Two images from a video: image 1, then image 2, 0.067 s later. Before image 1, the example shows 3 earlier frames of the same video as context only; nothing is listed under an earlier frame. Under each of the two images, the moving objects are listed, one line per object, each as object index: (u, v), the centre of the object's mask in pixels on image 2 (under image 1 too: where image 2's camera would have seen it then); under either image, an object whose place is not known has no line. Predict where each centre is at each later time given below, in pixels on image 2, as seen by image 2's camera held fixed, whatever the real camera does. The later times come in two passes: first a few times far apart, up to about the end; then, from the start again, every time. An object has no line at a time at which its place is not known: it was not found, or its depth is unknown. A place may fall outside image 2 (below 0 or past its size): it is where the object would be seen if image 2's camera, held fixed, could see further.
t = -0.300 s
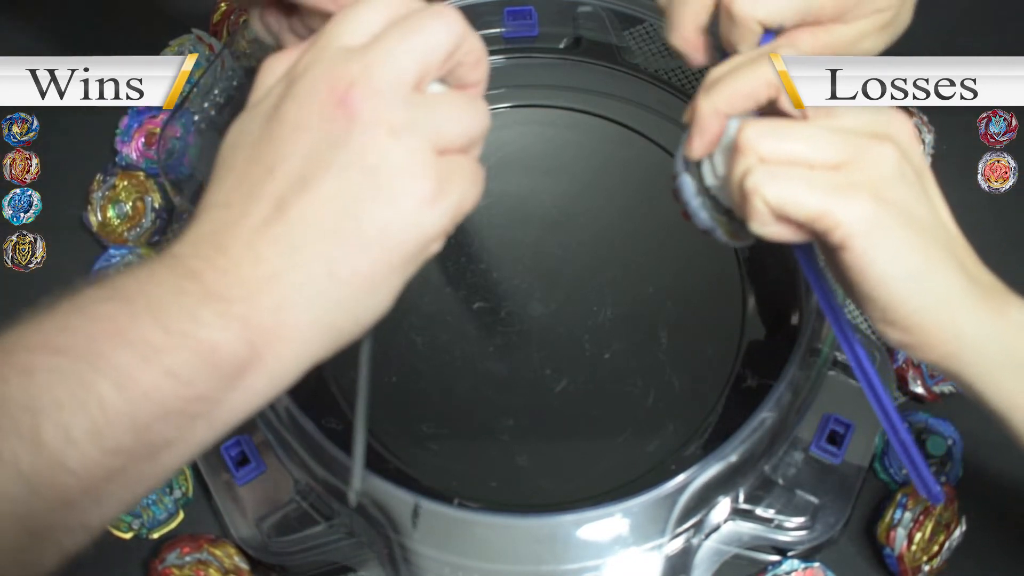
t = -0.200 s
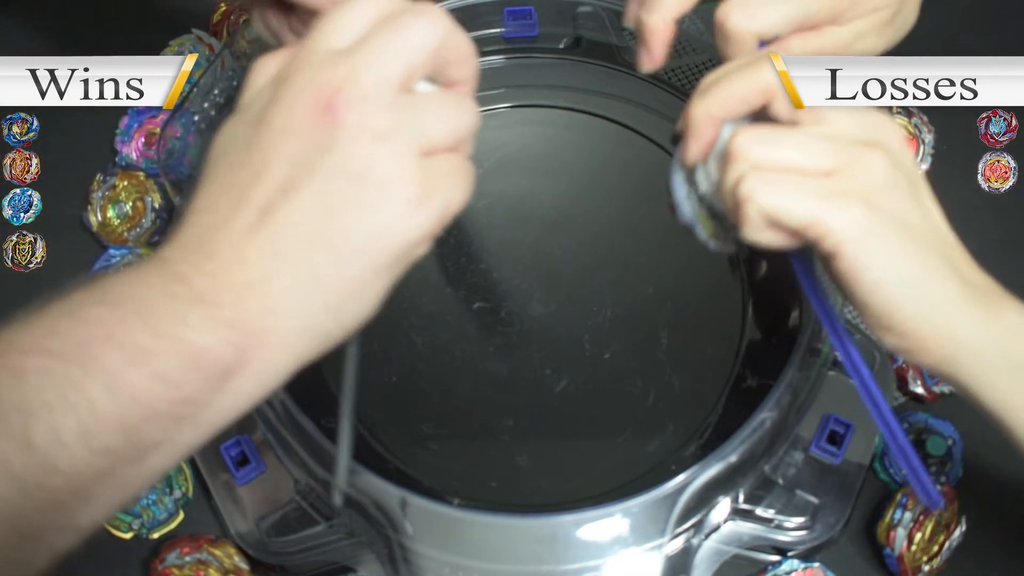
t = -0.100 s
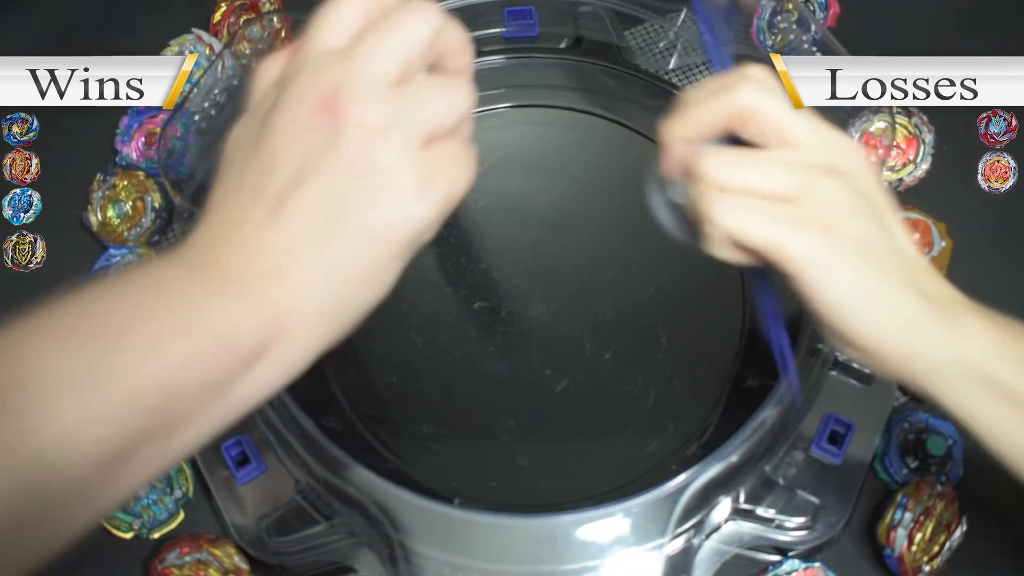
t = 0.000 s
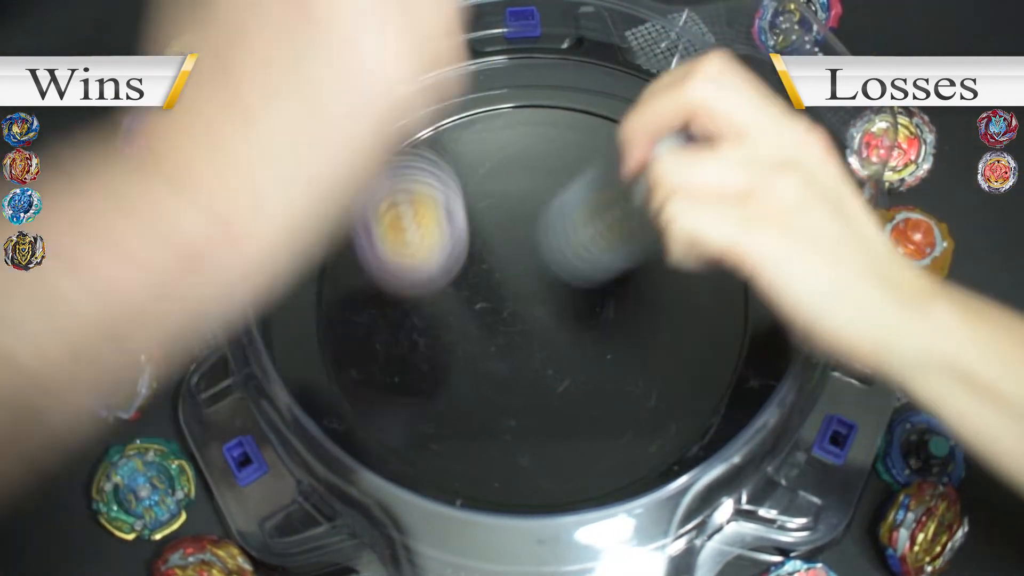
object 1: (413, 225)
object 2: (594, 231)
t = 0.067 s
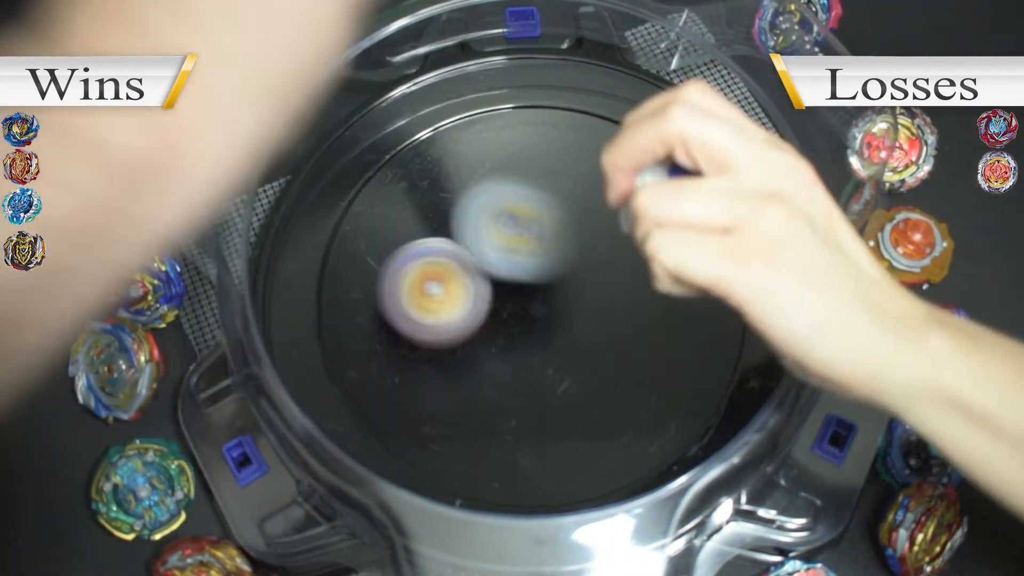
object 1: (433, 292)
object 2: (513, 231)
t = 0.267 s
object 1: (463, 444)
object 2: (417, 241)
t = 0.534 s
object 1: (666, 326)
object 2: (522, 387)
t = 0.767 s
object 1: (653, 141)
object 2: (592, 452)
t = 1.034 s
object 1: (463, 171)
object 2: (545, 374)
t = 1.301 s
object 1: (425, 335)
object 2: (561, 315)
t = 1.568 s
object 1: (498, 366)
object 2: (717, 378)
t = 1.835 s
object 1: (482, 281)
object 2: (603, 346)
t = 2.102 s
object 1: (370, 190)
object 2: (678, 406)
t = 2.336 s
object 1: (464, 308)
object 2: (577, 350)
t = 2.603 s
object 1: (492, 335)
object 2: (747, 318)
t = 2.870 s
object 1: (586, 303)
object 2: (749, 337)
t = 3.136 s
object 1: (553, 239)
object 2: (573, 342)
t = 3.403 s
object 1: (460, 160)
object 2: (449, 262)
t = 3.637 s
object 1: (496, 156)
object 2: (473, 258)
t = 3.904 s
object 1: (560, 199)
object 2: (428, 430)
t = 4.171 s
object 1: (570, 317)
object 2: (403, 334)
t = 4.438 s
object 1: (627, 360)
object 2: (597, 258)
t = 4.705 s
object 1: (615, 363)
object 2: (709, 282)
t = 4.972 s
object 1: (537, 278)
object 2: (535, 395)
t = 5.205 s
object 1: (528, 257)
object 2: (381, 220)
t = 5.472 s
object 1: (517, 287)
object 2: (567, 115)
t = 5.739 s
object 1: (508, 296)
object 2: (670, 361)
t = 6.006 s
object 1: (518, 280)
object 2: (426, 441)
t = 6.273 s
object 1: (537, 274)
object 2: (367, 224)
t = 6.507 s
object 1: (550, 282)
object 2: (579, 163)
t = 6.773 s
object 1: (550, 294)
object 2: (706, 343)
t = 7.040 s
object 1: (544, 300)
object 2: (482, 452)
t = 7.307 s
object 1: (538, 303)
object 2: (396, 225)
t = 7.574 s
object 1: (531, 301)
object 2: (582, 131)
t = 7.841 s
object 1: (528, 296)
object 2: (691, 317)
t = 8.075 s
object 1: (529, 292)
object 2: (480, 425)
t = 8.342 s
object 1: (530, 289)
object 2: (348, 256)
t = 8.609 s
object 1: (533, 288)
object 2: (530, 141)
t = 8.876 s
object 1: (538, 289)
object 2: (683, 311)
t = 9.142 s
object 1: (542, 292)
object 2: (530, 467)
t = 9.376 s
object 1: (542, 296)
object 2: (376, 336)
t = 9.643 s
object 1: (538, 300)
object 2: (508, 159)
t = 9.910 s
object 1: (533, 299)
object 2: (695, 221)
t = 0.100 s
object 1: (435, 314)
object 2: (487, 216)
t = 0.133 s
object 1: (433, 345)
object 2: (469, 204)
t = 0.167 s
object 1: (432, 379)
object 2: (452, 201)
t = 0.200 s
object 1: (439, 405)
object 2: (436, 208)
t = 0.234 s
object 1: (449, 426)
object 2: (423, 223)
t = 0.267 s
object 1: (463, 444)
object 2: (417, 241)
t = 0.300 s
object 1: (483, 452)
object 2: (422, 248)
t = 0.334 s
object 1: (508, 449)
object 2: (431, 261)
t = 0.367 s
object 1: (535, 440)
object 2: (442, 282)
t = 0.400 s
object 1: (564, 424)
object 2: (455, 307)
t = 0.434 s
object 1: (593, 405)
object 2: (470, 329)
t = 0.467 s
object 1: (621, 381)
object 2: (487, 350)
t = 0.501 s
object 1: (645, 354)
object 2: (505, 369)
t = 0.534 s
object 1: (666, 326)
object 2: (522, 387)
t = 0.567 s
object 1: (680, 296)
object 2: (537, 405)
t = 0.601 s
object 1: (690, 266)
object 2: (552, 420)
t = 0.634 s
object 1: (695, 237)
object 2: (564, 432)
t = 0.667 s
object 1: (692, 209)
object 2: (574, 442)
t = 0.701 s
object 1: (685, 183)
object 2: (583, 448)
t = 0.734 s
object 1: (672, 161)
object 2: (588, 451)
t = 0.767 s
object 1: (653, 141)
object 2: (592, 452)
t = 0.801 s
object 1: (632, 127)
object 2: (592, 450)
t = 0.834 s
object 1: (607, 118)
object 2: (590, 445)
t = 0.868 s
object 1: (581, 115)
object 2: (586, 438)
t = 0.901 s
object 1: (556, 117)
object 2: (580, 429)
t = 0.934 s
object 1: (532, 124)
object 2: (572, 416)
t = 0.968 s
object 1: (509, 136)
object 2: (564, 404)
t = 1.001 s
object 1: (484, 152)
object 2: (554, 390)
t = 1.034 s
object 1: (463, 171)
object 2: (545, 374)
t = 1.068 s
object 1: (448, 193)
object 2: (536, 359)
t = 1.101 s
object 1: (437, 217)
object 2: (528, 344)
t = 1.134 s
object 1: (430, 242)
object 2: (521, 331)
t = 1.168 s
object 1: (425, 266)
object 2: (519, 319)
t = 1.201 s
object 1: (419, 284)
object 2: (526, 315)
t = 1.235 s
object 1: (416, 302)
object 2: (535, 312)
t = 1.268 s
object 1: (418, 319)
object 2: (547, 313)
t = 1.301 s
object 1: (425, 335)
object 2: (561, 315)
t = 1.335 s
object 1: (436, 350)
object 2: (573, 319)
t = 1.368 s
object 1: (452, 362)
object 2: (587, 325)
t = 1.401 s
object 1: (470, 371)
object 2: (599, 333)
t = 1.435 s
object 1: (490, 377)
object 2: (612, 343)
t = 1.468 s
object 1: (511, 379)
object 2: (623, 353)
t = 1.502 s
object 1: (518, 377)
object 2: (645, 364)
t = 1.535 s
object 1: (508, 373)
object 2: (687, 372)
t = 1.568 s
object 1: (498, 366)
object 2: (717, 378)
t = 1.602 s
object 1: (491, 358)
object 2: (745, 384)
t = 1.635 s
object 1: (486, 349)
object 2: (728, 376)
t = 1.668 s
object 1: (485, 339)
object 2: (711, 373)
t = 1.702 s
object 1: (486, 329)
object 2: (686, 366)
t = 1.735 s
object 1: (488, 319)
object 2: (658, 359)
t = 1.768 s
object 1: (492, 309)
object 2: (630, 351)
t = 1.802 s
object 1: (496, 300)
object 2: (603, 343)
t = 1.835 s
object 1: (482, 281)
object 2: (603, 346)
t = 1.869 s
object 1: (455, 257)
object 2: (620, 356)
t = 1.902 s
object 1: (429, 233)
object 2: (637, 366)
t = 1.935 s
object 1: (410, 215)
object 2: (654, 375)
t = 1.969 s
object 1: (394, 199)
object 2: (669, 385)
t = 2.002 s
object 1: (381, 188)
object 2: (683, 396)
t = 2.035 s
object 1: (375, 184)
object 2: (691, 404)
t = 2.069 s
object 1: (371, 184)
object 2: (689, 407)
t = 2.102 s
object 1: (370, 190)
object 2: (678, 406)
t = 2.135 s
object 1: (373, 201)
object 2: (662, 402)
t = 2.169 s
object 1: (381, 216)
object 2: (645, 397)
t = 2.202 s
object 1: (392, 235)
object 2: (628, 391)
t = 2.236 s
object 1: (407, 254)
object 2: (612, 383)
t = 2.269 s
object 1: (424, 274)
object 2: (597, 374)
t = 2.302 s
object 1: (443, 292)
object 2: (586, 362)
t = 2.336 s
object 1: (464, 308)
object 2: (577, 350)
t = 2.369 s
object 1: (464, 316)
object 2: (593, 339)
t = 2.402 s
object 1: (456, 319)
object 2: (623, 331)
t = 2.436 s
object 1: (453, 322)
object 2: (653, 325)
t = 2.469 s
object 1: (454, 325)
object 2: (681, 320)
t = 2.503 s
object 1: (460, 327)
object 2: (706, 318)
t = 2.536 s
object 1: (468, 330)
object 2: (729, 317)
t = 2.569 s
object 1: (478, 332)
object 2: (741, 316)
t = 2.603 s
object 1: (492, 335)
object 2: (747, 318)
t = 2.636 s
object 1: (506, 337)
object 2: (752, 320)
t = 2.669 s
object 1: (520, 337)
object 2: (756, 323)
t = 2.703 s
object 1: (535, 336)
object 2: (763, 326)
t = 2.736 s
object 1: (548, 332)
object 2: (768, 328)
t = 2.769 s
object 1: (560, 327)
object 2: (765, 331)
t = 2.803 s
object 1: (571, 320)
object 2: (761, 333)
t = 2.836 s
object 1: (580, 312)
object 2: (756, 336)
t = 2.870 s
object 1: (586, 303)
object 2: (749, 337)
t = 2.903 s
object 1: (589, 294)
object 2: (744, 341)
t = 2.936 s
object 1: (591, 284)
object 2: (735, 345)
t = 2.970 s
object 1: (589, 275)
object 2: (723, 350)
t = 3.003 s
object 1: (586, 266)
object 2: (701, 357)
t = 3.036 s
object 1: (580, 259)
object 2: (672, 362)
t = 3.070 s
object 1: (573, 253)
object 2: (638, 359)
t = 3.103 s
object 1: (563, 248)
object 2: (605, 351)
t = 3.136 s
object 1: (553, 239)
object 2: (573, 342)
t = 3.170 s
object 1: (537, 216)
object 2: (550, 345)
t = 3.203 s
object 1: (521, 195)
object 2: (529, 344)
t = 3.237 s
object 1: (506, 177)
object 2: (508, 338)
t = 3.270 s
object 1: (492, 166)
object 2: (490, 326)
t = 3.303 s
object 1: (481, 161)
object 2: (476, 311)
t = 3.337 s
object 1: (470, 162)
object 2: (464, 290)
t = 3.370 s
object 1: (462, 166)
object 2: (457, 269)
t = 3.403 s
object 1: (460, 160)
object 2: (449, 262)
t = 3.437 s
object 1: (459, 154)
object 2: (445, 256)
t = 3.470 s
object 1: (461, 151)
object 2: (443, 250)
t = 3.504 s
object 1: (468, 144)
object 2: (442, 253)
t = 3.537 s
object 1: (475, 142)
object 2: (444, 254)
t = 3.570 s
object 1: (482, 144)
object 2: (450, 253)
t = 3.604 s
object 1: (489, 151)
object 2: (460, 250)
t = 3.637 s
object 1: (496, 156)
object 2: (473, 258)
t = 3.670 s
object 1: (508, 152)
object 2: (478, 282)
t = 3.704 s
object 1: (520, 149)
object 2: (480, 311)
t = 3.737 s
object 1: (530, 150)
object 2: (478, 339)
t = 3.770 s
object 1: (538, 154)
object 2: (474, 364)
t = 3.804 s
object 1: (545, 161)
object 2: (465, 389)
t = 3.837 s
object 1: (552, 172)
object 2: (455, 407)
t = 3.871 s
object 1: (556, 185)
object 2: (442, 421)
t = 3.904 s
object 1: (560, 199)
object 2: (428, 430)
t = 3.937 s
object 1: (562, 213)
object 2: (414, 434)
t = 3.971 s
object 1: (563, 229)
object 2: (400, 432)
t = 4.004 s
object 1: (564, 246)
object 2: (391, 425)
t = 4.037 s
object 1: (565, 262)
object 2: (388, 413)
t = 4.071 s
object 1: (565, 277)
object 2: (387, 395)
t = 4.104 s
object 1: (566, 292)
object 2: (387, 375)
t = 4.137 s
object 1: (568, 306)
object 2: (392, 354)
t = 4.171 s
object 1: (570, 317)
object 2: (403, 334)
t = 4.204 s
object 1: (572, 327)
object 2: (419, 315)
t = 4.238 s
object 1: (574, 335)
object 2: (441, 299)
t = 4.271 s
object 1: (576, 342)
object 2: (468, 286)
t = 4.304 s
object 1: (579, 347)
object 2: (497, 276)
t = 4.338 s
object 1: (589, 355)
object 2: (523, 267)
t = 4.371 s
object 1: (602, 362)
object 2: (548, 259)
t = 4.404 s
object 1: (615, 364)
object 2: (573, 256)
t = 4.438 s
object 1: (627, 360)
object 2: (597, 258)
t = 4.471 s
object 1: (637, 360)
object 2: (618, 258)
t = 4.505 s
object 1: (645, 365)
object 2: (637, 253)
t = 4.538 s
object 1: (650, 366)
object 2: (655, 253)
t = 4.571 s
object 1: (651, 363)
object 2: (669, 256)
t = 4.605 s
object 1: (646, 364)
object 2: (683, 259)
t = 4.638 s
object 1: (638, 367)
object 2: (695, 262)
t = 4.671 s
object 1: (627, 366)
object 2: (704, 269)
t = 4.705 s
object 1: (615, 363)
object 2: (709, 282)
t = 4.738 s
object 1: (603, 355)
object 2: (711, 298)
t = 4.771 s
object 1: (589, 345)
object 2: (708, 319)
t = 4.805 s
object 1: (580, 334)
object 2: (700, 342)
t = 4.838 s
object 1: (569, 321)
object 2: (680, 367)
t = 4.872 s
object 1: (559, 309)
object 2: (652, 387)
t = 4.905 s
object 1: (552, 297)
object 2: (614, 399)
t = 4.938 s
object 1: (544, 286)
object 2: (575, 402)
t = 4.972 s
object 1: (537, 278)
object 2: (535, 395)
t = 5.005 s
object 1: (530, 271)
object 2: (499, 381)
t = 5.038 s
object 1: (522, 267)
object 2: (468, 360)
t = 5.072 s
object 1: (516, 264)
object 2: (441, 333)
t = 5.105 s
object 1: (517, 260)
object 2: (417, 306)
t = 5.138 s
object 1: (521, 257)
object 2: (397, 277)
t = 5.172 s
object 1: (525, 256)
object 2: (385, 248)
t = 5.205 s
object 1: (528, 257)
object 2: (381, 220)
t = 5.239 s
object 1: (530, 259)
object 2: (382, 192)
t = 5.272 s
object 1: (531, 263)
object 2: (391, 164)
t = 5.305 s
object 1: (530, 267)
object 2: (408, 140)
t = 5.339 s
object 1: (528, 271)
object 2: (430, 124)
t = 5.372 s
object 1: (526, 275)
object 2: (461, 113)
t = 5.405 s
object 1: (522, 279)
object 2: (492, 109)
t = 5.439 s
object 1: (520, 283)
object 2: (529, 109)
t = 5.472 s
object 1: (517, 287)
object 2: (567, 115)
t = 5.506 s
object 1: (515, 290)
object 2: (603, 130)
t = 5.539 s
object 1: (513, 293)
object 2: (636, 152)
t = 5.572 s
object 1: (512, 295)
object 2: (662, 182)
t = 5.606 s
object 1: (511, 296)
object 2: (680, 216)
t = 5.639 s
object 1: (510, 298)
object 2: (690, 252)
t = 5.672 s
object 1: (509, 298)
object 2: (692, 289)
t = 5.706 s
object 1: (508, 298)
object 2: (684, 326)
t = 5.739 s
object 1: (508, 296)
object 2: (670, 361)
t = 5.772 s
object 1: (508, 293)
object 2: (649, 391)
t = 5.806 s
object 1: (509, 290)
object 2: (623, 416)
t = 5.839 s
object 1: (510, 287)
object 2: (593, 436)
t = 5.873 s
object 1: (513, 285)
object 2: (559, 448)
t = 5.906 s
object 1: (514, 284)
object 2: (526, 455)
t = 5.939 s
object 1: (516, 283)
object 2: (493, 456)
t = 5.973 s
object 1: (517, 282)
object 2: (458, 451)
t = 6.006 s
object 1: (518, 280)
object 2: (426, 441)
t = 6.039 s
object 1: (520, 279)
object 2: (398, 427)
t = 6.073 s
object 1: (522, 277)
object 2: (372, 406)
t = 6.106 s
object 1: (523, 275)
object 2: (354, 381)
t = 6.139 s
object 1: (526, 274)
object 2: (343, 351)
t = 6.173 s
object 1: (529, 274)
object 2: (337, 318)
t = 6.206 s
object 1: (531, 273)
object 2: (339, 286)
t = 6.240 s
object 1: (534, 274)
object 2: (350, 253)
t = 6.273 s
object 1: (537, 274)
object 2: (367, 224)
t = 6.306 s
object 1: (540, 275)
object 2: (389, 200)
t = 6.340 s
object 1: (542, 276)
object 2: (417, 182)
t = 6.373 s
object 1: (544, 277)
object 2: (448, 168)
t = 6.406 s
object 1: (545, 278)
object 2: (481, 157)
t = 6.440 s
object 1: (547, 279)
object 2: (514, 155)
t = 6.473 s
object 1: (548, 281)
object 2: (547, 156)
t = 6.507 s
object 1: (550, 282)
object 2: (579, 163)
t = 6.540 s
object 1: (551, 284)
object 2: (610, 175)
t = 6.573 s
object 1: (552, 285)
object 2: (635, 191)
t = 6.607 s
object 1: (553, 288)
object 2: (658, 210)
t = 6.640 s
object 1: (552, 289)
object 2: (676, 233)
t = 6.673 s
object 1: (552, 291)
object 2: (690, 256)
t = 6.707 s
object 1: (551, 292)
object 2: (702, 284)
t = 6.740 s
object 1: (551, 293)
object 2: (706, 313)
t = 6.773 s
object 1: (550, 294)
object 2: (706, 343)
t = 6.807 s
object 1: (549, 295)
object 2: (699, 373)
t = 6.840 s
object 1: (549, 296)
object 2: (683, 402)
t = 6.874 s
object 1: (548, 296)
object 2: (661, 426)
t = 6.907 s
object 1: (548, 298)
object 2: (630, 446)
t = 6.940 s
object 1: (547, 298)
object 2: (594, 459)
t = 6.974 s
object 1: (546, 299)
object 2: (556, 465)
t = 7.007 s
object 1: (545, 300)
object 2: (517, 462)
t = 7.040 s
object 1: (544, 300)
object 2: (482, 452)
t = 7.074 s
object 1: (544, 301)
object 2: (448, 432)
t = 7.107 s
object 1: (543, 301)
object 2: (423, 408)
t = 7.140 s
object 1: (543, 301)
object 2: (403, 378)
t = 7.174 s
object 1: (542, 302)
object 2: (390, 348)
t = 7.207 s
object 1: (541, 302)
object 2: (383, 315)
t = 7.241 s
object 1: (541, 303)
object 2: (381, 283)
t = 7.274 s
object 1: (539, 303)
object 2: (387, 254)
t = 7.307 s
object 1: (538, 303)
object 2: (396, 225)
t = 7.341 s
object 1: (536, 303)
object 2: (411, 203)
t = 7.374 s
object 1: (535, 303)
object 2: (429, 183)
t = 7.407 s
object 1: (535, 302)
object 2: (449, 168)
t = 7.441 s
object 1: (534, 302)
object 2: (474, 153)
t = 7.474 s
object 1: (533, 302)
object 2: (499, 140)
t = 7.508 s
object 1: (533, 302)
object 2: (527, 132)
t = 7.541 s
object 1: (531, 302)
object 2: (553, 129)
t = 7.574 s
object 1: (531, 301)
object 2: (582, 131)
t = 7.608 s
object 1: (530, 301)
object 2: (609, 136)
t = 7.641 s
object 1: (529, 300)
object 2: (636, 150)
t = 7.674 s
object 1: (529, 299)
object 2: (658, 166)
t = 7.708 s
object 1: (529, 298)
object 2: (678, 190)
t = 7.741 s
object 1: (528, 297)
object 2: (692, 217)
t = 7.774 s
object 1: (528, 296)
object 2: (700, 248)
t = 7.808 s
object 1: (528, 296)
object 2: (700, 281)
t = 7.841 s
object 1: (528, 296)
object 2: (691, 317)
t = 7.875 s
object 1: (528, 295)
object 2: (675, 349)
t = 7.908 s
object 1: (528, 295)
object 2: (650, 379)
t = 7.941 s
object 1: (528, 294)
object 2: (621, 401)
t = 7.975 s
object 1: (529, 293)
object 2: (585, 417)
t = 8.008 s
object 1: (529, 293)
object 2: (550, 426)
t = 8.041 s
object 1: (529, 292)
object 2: (514, 429)
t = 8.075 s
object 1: (529, 292)
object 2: (480, 425)
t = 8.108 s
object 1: (529, 292)
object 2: (448, 415)
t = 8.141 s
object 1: (529, 292)
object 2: (420, 401)
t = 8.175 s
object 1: (529, 291)
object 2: (396, 381)
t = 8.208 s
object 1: (528, 291)
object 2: (376, 360)
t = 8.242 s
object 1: (529, 290)
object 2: (362, 336)
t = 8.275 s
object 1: (529, 289)
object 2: (353, 310)
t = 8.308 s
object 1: (530, 289)
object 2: (347, 283)
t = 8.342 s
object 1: (530, 289)
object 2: (348, 256)
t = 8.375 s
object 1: (530, 288)
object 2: (355, 228)
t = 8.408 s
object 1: (531, 289)
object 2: (367, 204)
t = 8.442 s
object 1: (530, 288)
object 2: (382, 184)
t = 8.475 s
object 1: (530, 288)
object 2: (405, 166)
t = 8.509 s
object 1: (531, 288)
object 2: (432, 152)
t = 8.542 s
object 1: (531, 288)
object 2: (463, 142)
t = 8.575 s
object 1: (532, 288)
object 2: (498, 139)
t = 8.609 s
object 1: (533, 288)
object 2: (530, 141)
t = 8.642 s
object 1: (533, 288)
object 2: (560, 150)
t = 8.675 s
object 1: (534, 288)
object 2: (590, 163)
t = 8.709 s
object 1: (534, 288)
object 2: (619, 182)
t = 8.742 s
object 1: (534, 289)
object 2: (641, 201)
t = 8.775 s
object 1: (535, 288)
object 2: (659, 227)
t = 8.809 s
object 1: (536, 288)
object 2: (673, 255)
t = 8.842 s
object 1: (537, 288)
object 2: (681, 281)
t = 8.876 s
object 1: (538, 289)
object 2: (683, 311)
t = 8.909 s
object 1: (538, 290)
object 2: (681, 341)
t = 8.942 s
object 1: (539, 290)
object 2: (673, 368)
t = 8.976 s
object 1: (540, 290)
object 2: (660, 394)
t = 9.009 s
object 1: (540, 291)
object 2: (642, 418)
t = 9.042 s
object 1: (541, 291)
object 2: (620, 437)
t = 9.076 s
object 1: (541, 291)
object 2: (593, 453)
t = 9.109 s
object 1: (542, 291)
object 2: (563, 463)
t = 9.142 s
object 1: (542, 292)
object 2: (530, 467)
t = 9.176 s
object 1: (543, 293)
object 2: (497, 465)
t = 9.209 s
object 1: (543, 293)
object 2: (465, 457)
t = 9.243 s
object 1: (543, 294)
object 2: (437, 443)
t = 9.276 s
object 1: (542, 295)
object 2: (413, 422)
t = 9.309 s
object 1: (542, 295)
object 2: (395, 395)
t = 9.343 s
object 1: (542, 296)
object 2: (383, 366)
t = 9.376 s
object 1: (542, 296)
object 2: (376, 336)
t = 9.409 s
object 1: (542, 297)
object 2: (377, 306)
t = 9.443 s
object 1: (542, 297)
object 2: (384, 275)
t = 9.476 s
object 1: (541, 298)
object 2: (398, 247)
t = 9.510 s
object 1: (541, 299)
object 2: (414, 222)
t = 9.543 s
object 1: (540, 300)
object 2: (434, 202)
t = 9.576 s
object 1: (539, 300)
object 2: (456, 184)
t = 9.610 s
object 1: (538, 300)
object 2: (482, 170)
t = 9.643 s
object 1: (538, 300)
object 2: (508, 159)
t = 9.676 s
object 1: (537, 300)
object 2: (536, 155)
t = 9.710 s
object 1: (536, 300)
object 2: (563, 154)
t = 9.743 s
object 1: (536, 300)
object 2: (589, 156)
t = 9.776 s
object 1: (535, 300)
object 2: (614, 162)
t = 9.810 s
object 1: (535, 300)
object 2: (638, 171)
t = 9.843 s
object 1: (534, 300)
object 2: (659, 184)
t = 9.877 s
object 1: (533, 299)
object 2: (678, 201)
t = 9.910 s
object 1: (533, 299)
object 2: (695, 221)
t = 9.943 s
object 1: (532, 299)
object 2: (707, 247)
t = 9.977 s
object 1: (532, 299)
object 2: (713, 274)
